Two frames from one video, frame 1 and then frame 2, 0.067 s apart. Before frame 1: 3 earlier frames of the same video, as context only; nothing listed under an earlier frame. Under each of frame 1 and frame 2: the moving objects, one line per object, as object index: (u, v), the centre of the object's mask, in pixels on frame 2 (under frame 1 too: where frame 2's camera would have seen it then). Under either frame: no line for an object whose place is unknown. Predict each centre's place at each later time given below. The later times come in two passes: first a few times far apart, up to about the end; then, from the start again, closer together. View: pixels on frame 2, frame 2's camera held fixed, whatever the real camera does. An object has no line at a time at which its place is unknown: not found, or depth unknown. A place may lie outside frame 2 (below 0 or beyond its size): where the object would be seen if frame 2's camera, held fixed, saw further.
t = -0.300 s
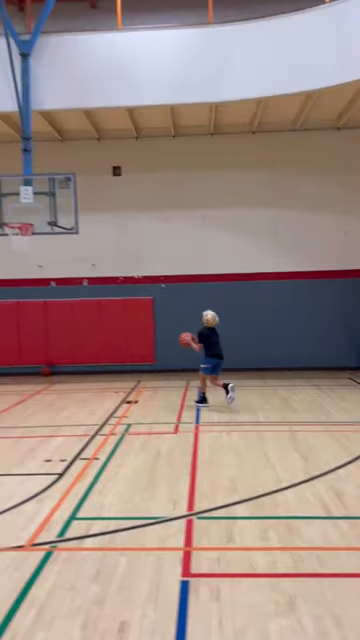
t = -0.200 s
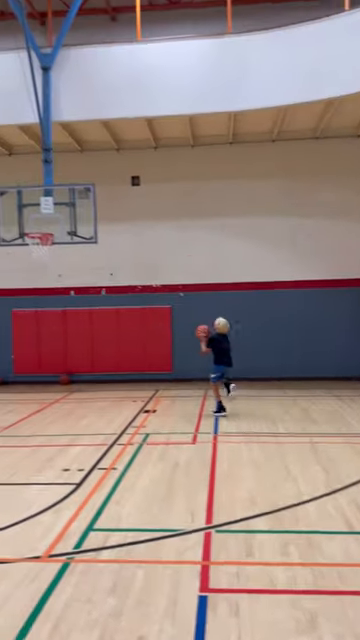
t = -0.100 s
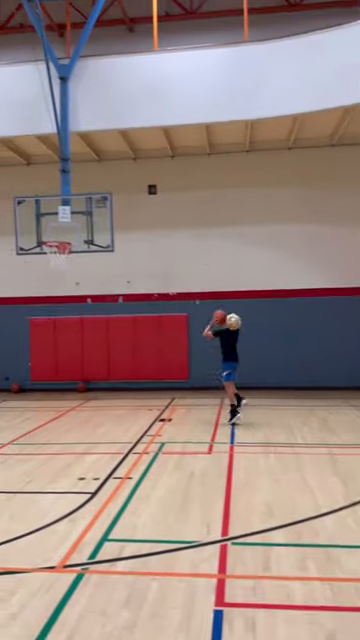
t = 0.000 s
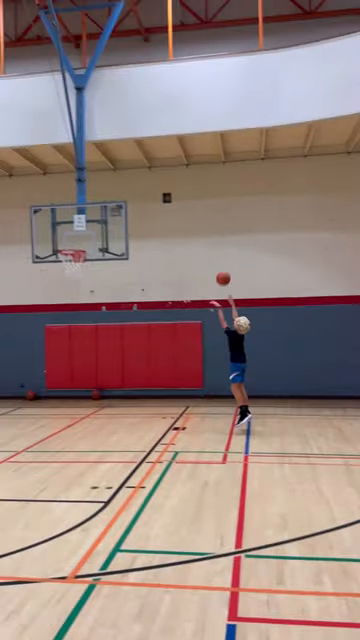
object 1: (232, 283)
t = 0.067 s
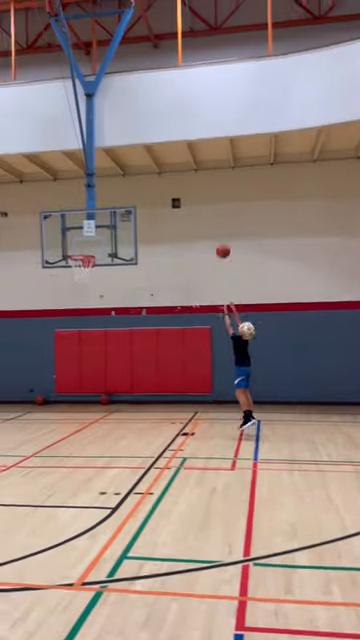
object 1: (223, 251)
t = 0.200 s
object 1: (206, 196)
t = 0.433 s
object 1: (180, 133)
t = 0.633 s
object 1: (160, 108)
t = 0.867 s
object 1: (140, 107)
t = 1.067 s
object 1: (125, 122)
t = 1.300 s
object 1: (107, 158)
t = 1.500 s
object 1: (93, 214)
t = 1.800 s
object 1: (72, 321)
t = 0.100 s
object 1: (218, 237)
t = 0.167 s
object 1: (210, 209)
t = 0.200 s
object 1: (206, 196)
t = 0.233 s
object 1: (202, 185)
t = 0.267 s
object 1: (198, 175)
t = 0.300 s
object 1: (192, 165)
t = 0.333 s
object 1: (190, 156)
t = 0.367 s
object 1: (187, 147)
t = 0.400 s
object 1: (183, 140)
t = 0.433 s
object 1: (180, 133)
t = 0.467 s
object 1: (176, 127)
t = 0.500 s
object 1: (173, 122)
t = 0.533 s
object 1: (170, 117)
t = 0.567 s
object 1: (166, 113)
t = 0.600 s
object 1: (163, 110)
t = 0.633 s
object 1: (160, 108)
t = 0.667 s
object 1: (157, 106)
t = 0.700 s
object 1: (154, 105)
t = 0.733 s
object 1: (151, 104)
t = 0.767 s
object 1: (148, 103)
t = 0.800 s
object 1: (145, 104)
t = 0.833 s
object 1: (142, 105)
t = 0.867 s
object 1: (140, 107)
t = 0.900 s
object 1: (137, 109)
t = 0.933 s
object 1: (134, 112)
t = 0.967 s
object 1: (132, 116)
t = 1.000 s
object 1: (129, 117)
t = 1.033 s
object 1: (127, 119)
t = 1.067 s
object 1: (125, 122)
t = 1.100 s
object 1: (122, 126)
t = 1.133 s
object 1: (120, 130)
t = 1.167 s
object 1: (117, 134)
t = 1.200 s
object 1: (115, 139)
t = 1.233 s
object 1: (113, 146)
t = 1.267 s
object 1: (109, 153)
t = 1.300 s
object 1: (107, 158)
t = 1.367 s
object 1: (102, 175)
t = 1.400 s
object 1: (101, 184)
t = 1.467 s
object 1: (97, 203)
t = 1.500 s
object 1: (93, 214)
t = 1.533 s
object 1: (91, 225)
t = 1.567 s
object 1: (89, 238)
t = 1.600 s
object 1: (86, 250)
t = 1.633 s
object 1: (86, 261)
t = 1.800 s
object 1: (72, 321)
